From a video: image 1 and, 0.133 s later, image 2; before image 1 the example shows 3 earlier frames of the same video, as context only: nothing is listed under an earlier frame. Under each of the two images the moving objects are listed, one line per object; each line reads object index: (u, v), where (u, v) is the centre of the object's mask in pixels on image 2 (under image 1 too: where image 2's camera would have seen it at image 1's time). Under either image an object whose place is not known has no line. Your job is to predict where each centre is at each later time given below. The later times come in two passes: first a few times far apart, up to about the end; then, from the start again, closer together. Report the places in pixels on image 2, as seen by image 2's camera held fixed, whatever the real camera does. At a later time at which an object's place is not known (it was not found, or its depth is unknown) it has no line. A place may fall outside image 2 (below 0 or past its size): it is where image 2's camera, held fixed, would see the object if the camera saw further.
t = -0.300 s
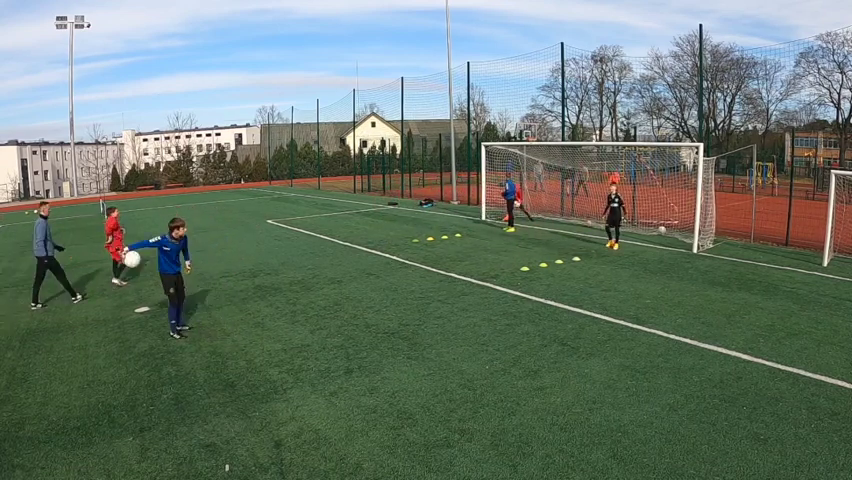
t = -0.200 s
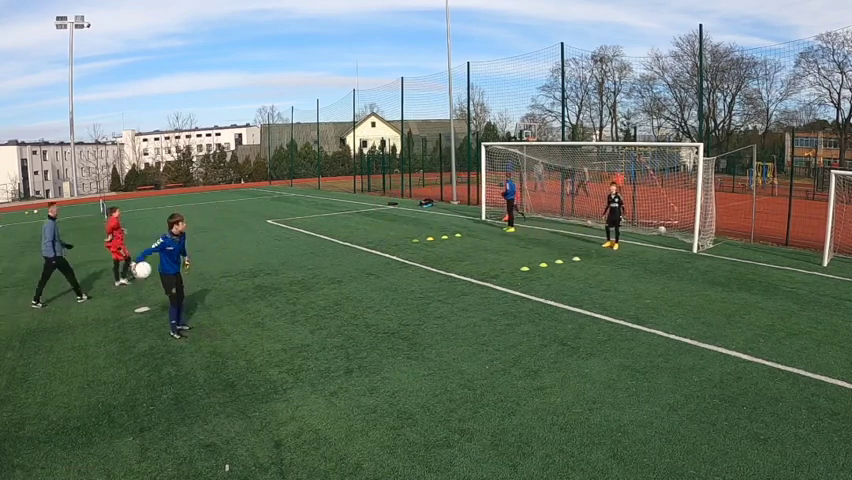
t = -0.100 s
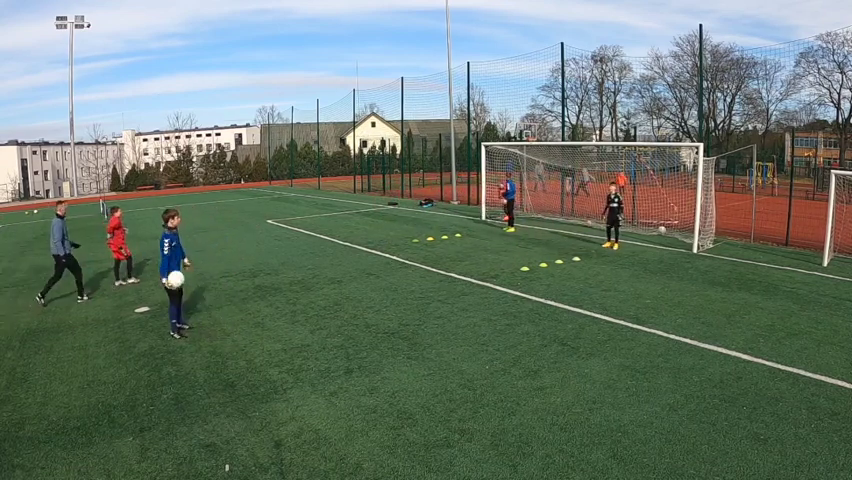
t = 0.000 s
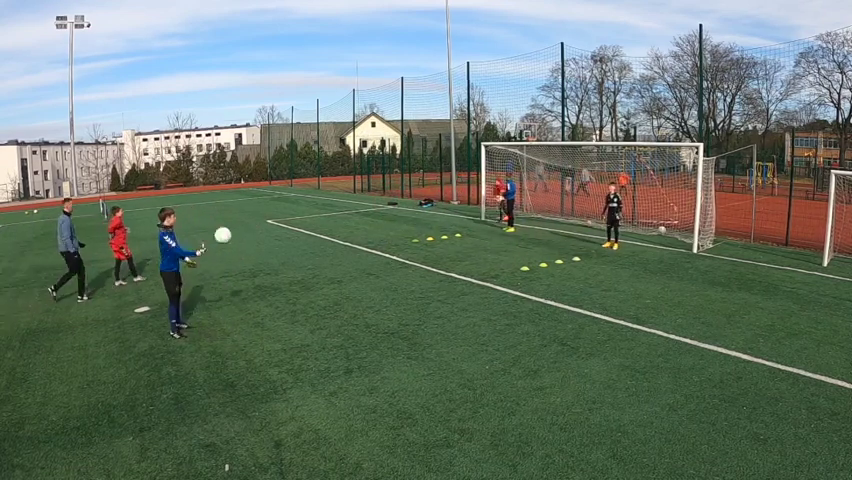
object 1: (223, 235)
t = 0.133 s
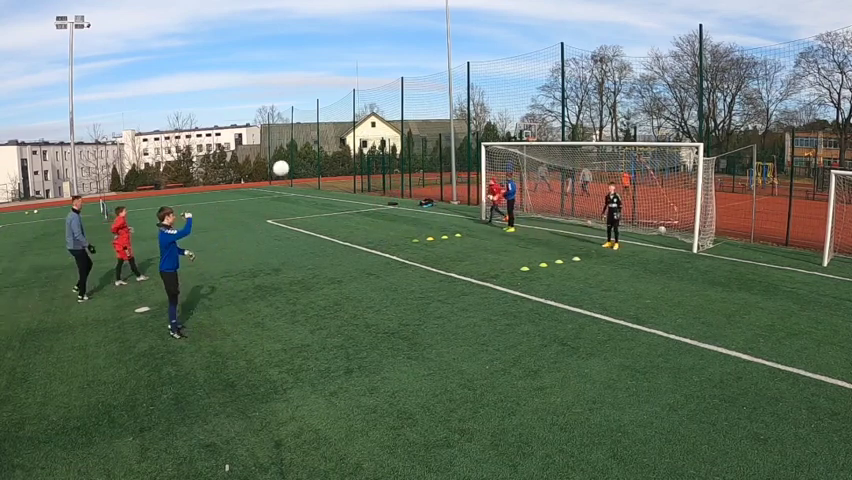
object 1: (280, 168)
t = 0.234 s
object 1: (322, 131)
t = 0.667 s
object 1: (470, 78)
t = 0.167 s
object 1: (295, 154)
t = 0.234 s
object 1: (322, 131)
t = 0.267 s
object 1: (335, 121)
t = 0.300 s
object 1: (348, 113)
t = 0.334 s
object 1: (362, 105)
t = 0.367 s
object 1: (374, 98)
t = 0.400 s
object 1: (386, 93)
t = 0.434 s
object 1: (398, 88)
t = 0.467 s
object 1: (409, 84)
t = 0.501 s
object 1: (420, 82)
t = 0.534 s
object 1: (430, 80)
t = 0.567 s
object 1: (441, 78)
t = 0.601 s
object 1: (451, 78)
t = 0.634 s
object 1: (461, 78)
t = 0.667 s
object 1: (470, 78)
